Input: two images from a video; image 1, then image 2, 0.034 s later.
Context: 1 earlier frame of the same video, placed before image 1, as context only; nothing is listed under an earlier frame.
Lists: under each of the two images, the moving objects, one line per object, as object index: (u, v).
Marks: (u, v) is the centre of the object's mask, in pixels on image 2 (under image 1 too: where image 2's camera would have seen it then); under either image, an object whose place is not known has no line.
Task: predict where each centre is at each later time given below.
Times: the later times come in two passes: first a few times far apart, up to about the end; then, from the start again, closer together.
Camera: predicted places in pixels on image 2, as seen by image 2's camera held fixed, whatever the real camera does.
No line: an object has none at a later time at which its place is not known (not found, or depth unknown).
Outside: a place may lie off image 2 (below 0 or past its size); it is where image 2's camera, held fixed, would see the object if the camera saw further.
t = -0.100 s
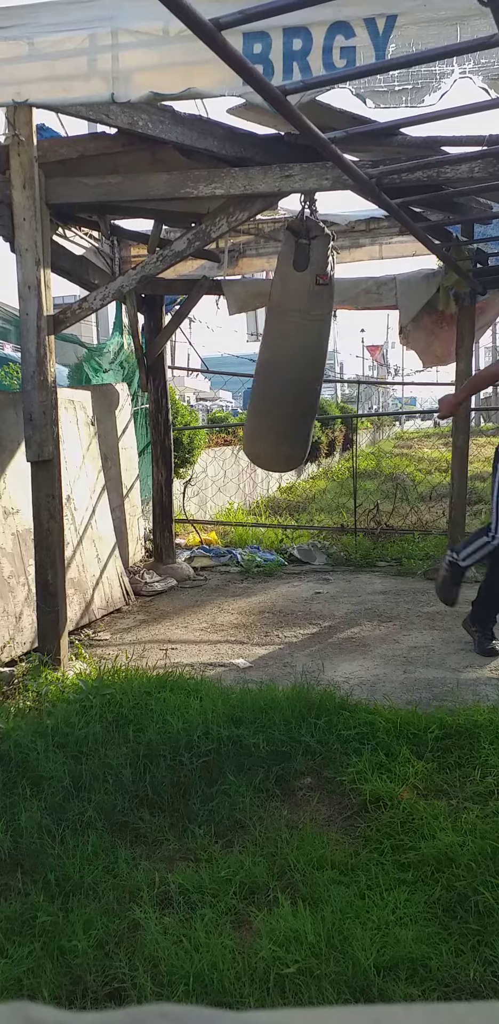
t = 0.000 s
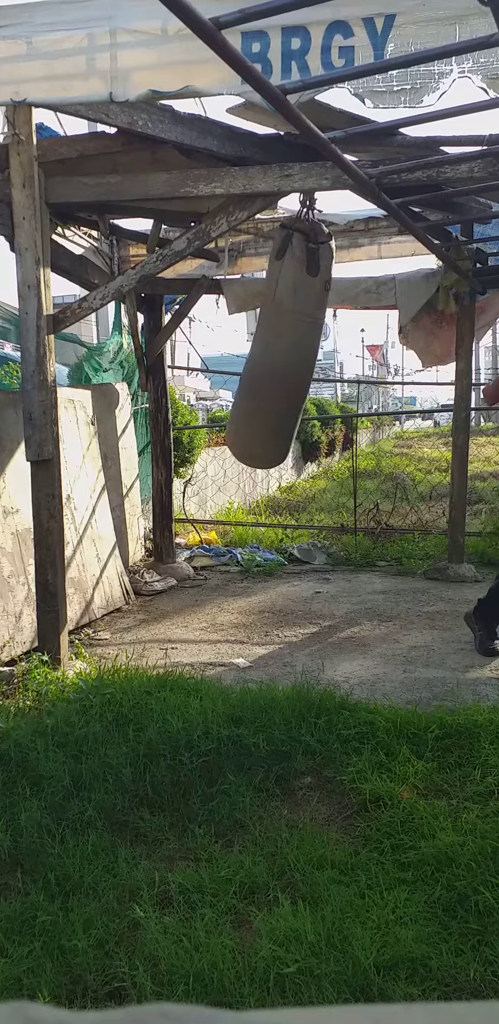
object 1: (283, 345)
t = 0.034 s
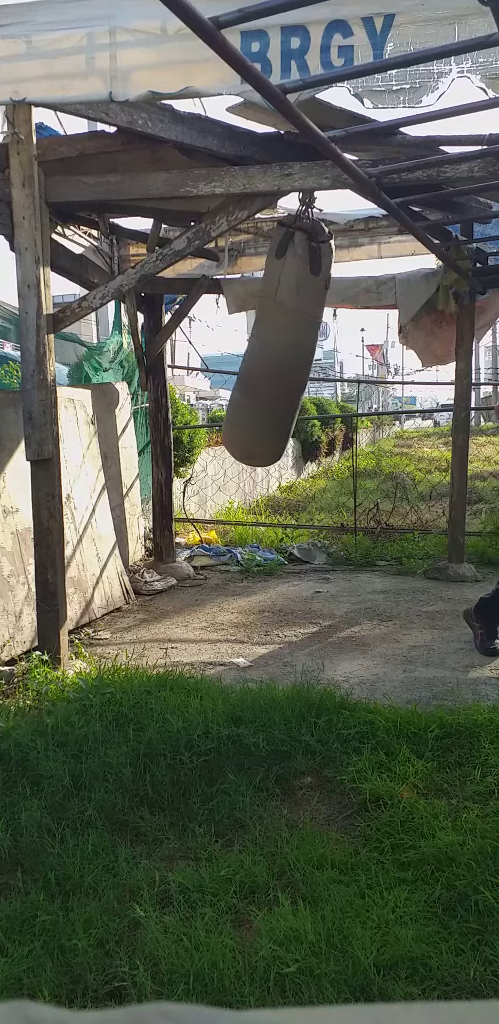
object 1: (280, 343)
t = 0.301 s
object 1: (272, 343)
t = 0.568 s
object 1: (289, 348)
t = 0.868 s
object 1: (328, 347)
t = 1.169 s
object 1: (355, 345)
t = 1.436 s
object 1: (348, 346)
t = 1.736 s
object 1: (315, 353)
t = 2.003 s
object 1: (287, 349)
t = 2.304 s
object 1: (278, 343)
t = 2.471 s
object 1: (284, 346)
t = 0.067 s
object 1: (278, 341)
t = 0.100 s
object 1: (276, 341)
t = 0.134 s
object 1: (275, 341)
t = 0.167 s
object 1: (273, 341)
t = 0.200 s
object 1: (273, 341)
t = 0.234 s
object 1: (272, 341)
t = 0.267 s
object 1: (272, 342)
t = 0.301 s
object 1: (272, 343)
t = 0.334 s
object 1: (273, 343)
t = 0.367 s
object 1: (274, 344)
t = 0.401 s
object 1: (276, 344)
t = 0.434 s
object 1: (277, 345)
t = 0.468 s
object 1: (280, 345)
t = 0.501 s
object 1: (282, 346)
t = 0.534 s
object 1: (285, 347)
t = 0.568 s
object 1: (289, 348)
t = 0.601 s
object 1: (293, 348)
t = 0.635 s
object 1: (297, 349)
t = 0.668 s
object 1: (301, 349)
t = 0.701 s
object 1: (305, 349)
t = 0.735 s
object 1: (309, 348)
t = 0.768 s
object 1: (314, 348)
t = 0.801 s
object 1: (318, 348)
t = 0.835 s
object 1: (323, 347)
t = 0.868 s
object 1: (328, 347)
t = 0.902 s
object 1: (332, 347)
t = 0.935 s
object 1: (336, 347)
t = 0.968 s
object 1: (340, 347)
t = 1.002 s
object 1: (344, 346)
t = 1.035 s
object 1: (347, 346)
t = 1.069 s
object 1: (350, 347)
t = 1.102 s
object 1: (353, 347)
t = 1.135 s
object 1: (354, 346)
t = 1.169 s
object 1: (355, 345)
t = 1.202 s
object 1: (356, 344)
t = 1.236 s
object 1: (356, 343)
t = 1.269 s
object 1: (355, 343)
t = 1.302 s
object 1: (354, 342)
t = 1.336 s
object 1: (353, 342)
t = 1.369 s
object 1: (351, 343)
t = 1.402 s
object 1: (350, 344)
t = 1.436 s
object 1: (348, 346)
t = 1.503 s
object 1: (342, 349)
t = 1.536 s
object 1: (338, 350)
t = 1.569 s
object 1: (334, 350)
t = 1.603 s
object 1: (331, 350)
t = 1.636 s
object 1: (327, 351)
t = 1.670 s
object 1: (323, 351)
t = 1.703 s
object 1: (320, 352)
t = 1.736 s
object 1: (315, 353)
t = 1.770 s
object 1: (311, 354)
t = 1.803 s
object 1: (307, 354)
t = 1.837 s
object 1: (303, 354)
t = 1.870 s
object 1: (299, 353)
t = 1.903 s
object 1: (295, 352)
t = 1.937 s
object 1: (292, 351)
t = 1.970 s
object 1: (289, 350)
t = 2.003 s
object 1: (287, 349)
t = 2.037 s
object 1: (284, 347)
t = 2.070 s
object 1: (283, 346)
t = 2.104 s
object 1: (281, 345)
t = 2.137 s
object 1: (280, 344)
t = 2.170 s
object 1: (279, 343)
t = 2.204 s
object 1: (278, 343)
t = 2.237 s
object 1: (278, 343)
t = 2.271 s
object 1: (278, 343)
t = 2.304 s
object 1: (278, 343)
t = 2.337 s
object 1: (278, 344)
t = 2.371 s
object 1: (279, 344)
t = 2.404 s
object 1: (280, 345)
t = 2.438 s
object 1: (282, 345)
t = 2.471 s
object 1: (284, 346)
